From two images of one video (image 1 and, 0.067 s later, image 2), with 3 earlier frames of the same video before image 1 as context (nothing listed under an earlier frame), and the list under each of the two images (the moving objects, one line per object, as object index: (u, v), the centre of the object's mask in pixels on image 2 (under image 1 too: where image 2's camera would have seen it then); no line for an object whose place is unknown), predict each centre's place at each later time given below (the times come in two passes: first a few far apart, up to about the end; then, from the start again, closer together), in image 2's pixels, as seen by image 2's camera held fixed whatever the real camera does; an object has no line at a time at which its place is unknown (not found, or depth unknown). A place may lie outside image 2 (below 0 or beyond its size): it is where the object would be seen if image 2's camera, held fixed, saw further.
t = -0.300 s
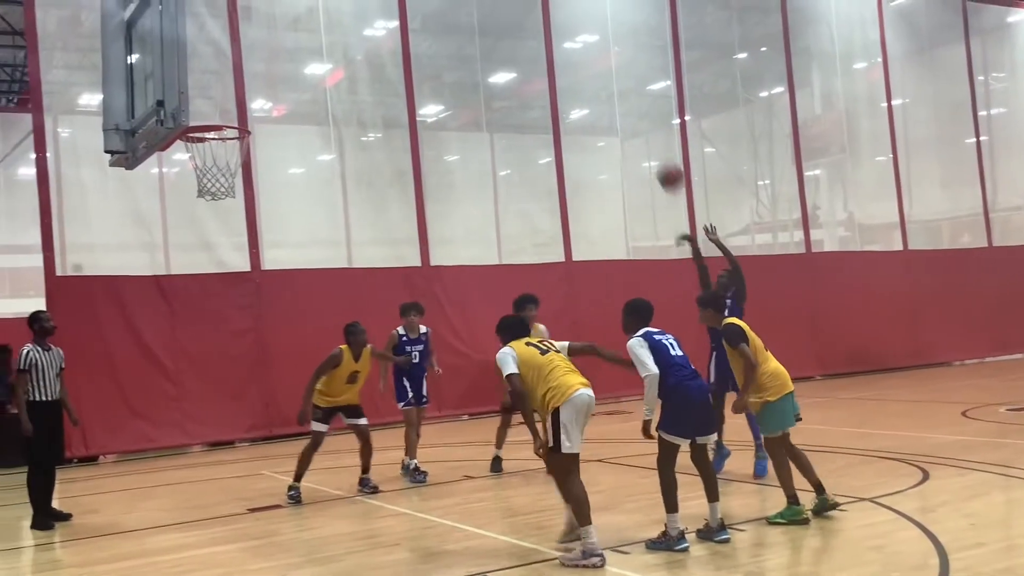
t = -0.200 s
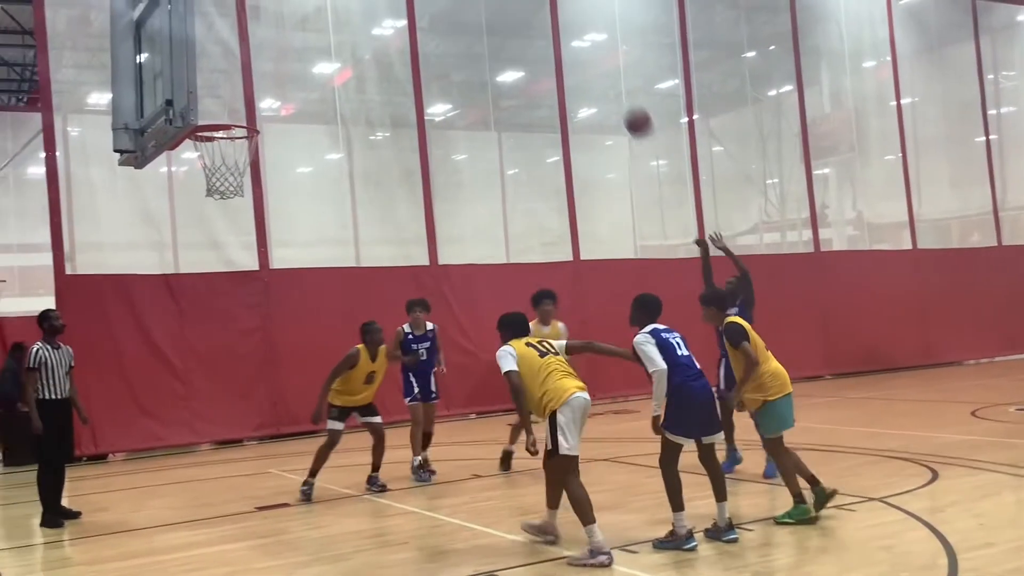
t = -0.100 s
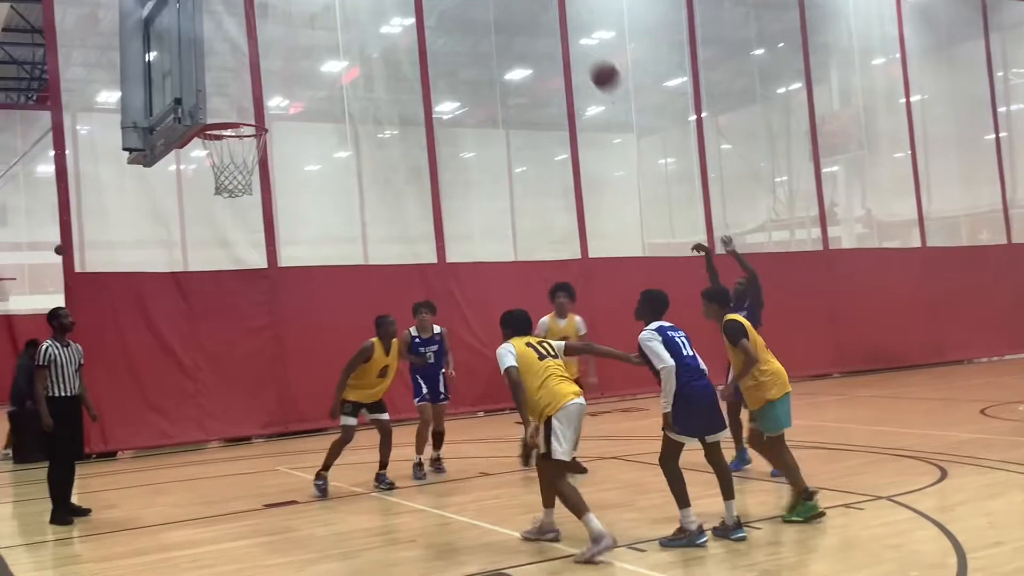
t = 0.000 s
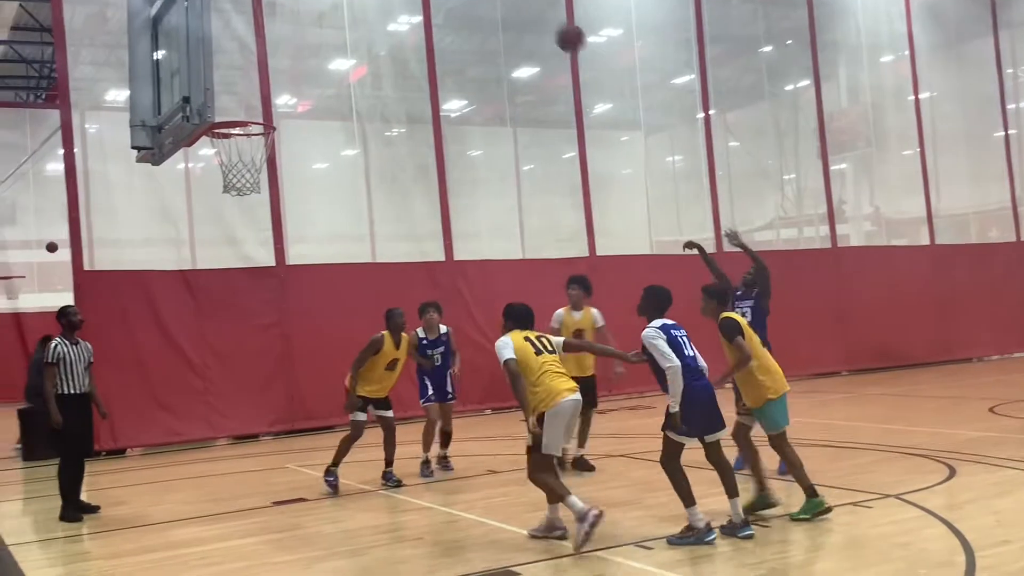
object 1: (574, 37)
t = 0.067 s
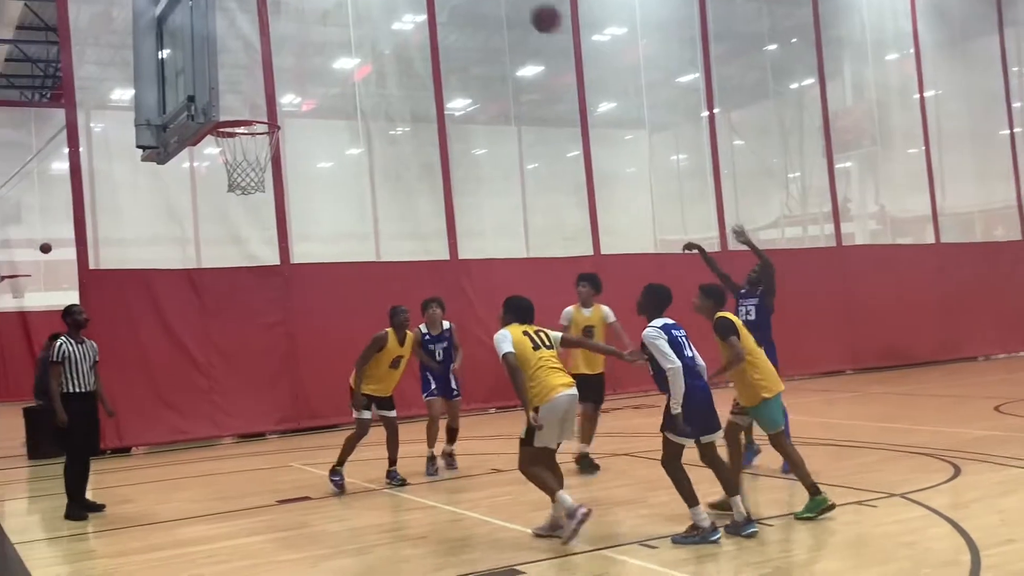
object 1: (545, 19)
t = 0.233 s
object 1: (474, 6)
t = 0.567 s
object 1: (318, 46)
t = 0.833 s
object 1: (216, 161)
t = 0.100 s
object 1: (531, 12)
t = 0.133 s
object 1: (516, 10)
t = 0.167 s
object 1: (501, 8)
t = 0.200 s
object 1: (488, 7)
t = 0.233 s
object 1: (474, 6)
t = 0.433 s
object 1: (376, 17)
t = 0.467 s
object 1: (365, 19)
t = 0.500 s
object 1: (349, 25)
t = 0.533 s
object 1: (334, 34)
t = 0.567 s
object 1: (318, 46)
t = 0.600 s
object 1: (301, 60)
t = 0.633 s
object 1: (287, 75)
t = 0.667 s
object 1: (266, 94)
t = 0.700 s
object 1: (250, 109)
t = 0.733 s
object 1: (232, 136)
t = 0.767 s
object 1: (220, 151)
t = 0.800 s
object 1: (217, 159)
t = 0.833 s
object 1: (216, 161)
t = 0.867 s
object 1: (217, 162)
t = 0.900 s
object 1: (220, 164)
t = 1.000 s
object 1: (235, 173)
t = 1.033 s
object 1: (241, 178)
